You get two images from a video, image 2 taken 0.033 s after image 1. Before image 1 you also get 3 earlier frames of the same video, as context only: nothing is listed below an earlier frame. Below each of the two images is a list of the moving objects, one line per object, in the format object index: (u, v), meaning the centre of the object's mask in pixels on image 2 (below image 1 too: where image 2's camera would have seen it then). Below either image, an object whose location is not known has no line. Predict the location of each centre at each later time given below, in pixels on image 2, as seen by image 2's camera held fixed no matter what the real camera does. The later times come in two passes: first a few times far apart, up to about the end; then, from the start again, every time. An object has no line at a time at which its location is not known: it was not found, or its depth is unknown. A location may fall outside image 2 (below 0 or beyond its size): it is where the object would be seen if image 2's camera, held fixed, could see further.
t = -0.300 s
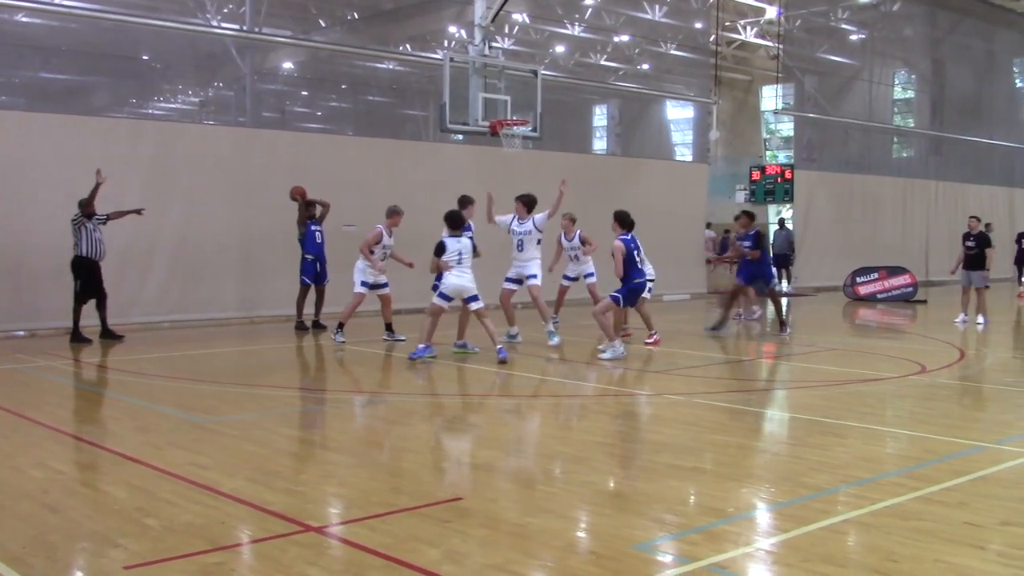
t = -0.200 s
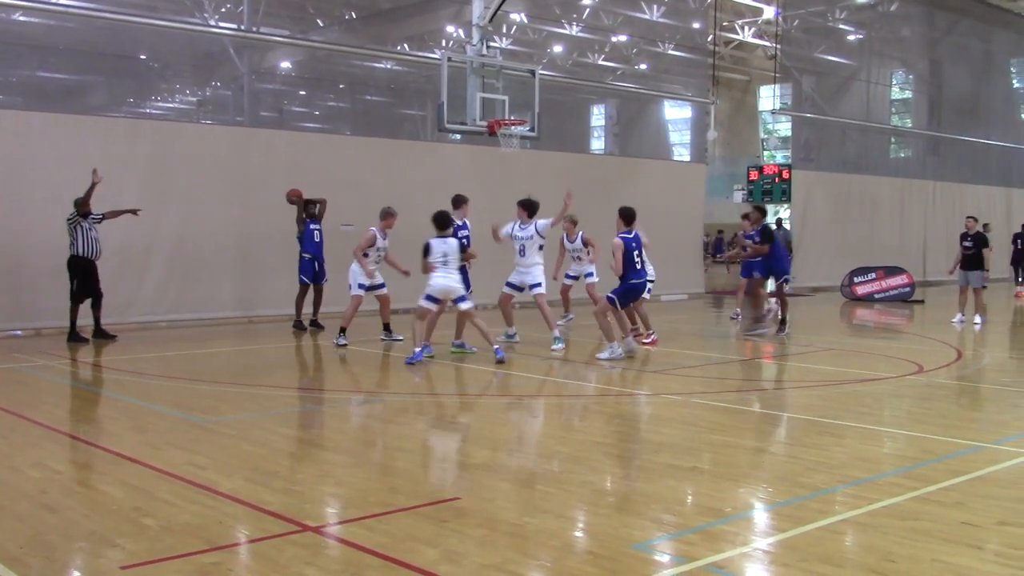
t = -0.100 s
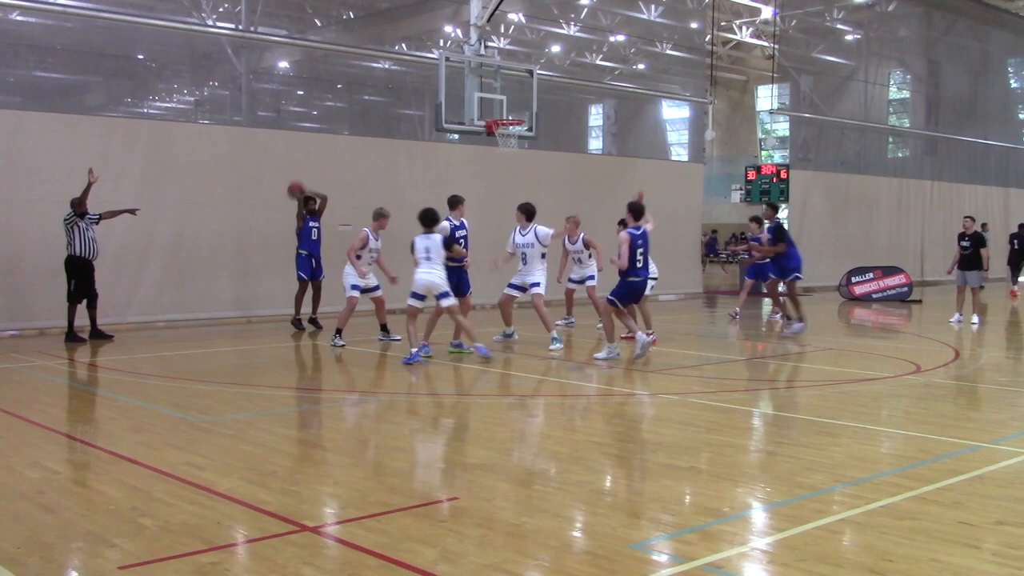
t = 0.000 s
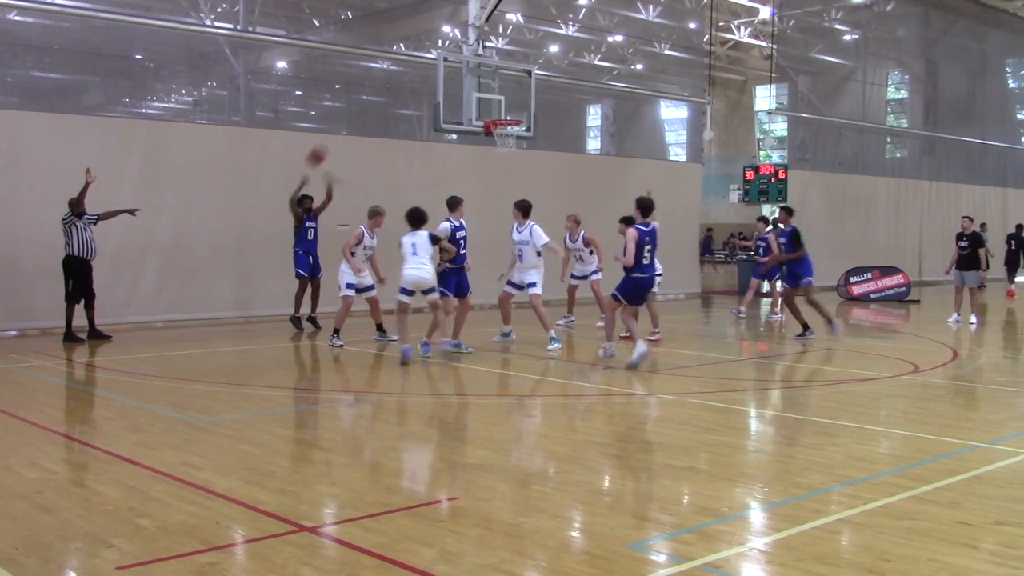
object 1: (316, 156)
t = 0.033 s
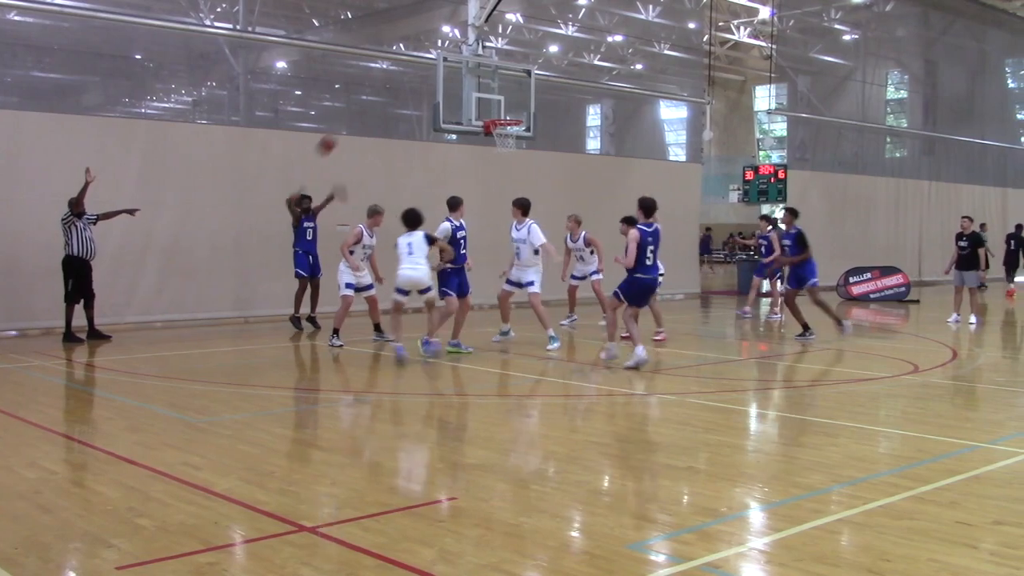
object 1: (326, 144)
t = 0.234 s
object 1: (396, 85)
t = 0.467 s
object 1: (493, 40)
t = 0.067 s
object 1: (336, 134)
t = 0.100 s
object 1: (349, 122)
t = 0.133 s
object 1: (360, 112)
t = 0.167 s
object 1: (372, 103)
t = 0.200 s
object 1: (384, 93)
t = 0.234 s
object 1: (396, 85)
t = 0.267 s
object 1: (409, 77)
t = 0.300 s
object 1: (421, 70)
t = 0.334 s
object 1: (436, 61)
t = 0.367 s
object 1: (450, 56)
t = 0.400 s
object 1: (462, 49)
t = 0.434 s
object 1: (478, 46)
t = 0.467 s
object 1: (493, 40)
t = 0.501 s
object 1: (509, 37)
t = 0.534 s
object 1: (524, 35)
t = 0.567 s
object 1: (542, 34)
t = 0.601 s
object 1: (558, 32)
